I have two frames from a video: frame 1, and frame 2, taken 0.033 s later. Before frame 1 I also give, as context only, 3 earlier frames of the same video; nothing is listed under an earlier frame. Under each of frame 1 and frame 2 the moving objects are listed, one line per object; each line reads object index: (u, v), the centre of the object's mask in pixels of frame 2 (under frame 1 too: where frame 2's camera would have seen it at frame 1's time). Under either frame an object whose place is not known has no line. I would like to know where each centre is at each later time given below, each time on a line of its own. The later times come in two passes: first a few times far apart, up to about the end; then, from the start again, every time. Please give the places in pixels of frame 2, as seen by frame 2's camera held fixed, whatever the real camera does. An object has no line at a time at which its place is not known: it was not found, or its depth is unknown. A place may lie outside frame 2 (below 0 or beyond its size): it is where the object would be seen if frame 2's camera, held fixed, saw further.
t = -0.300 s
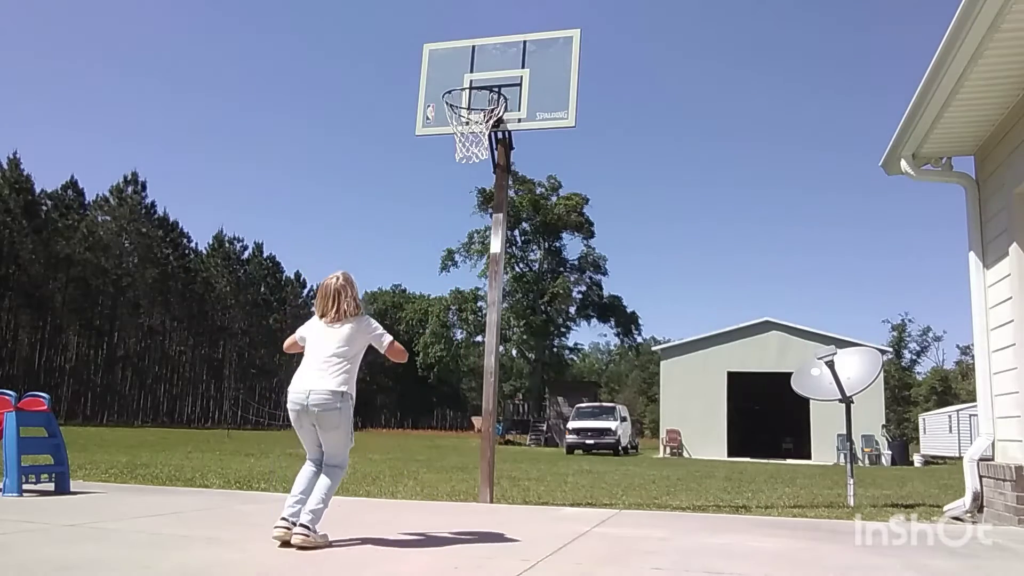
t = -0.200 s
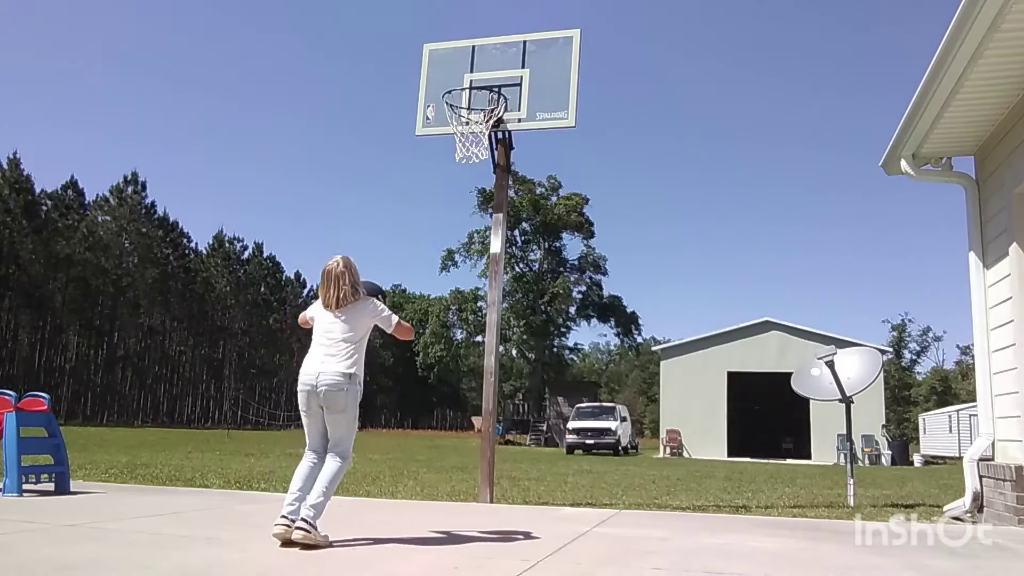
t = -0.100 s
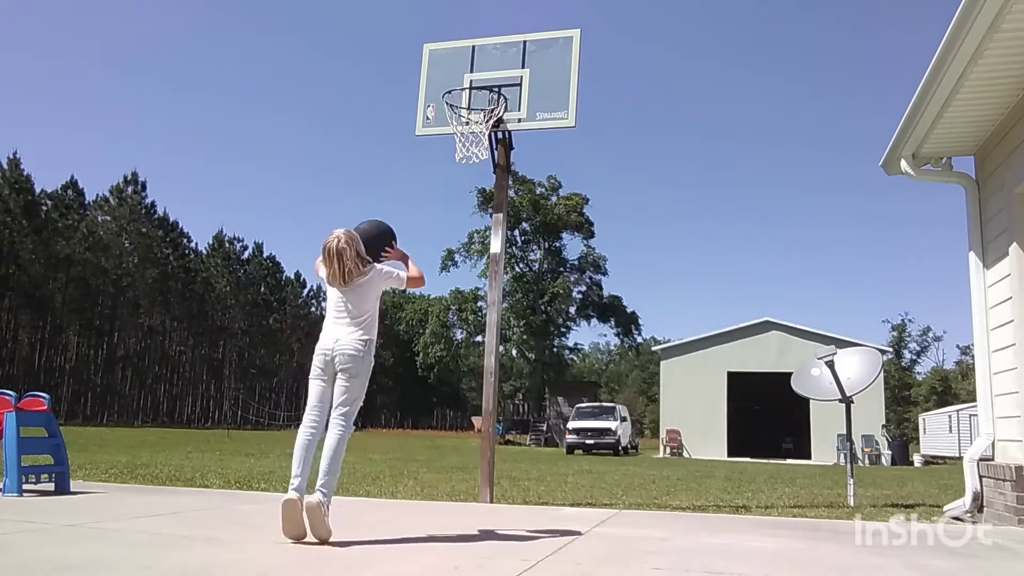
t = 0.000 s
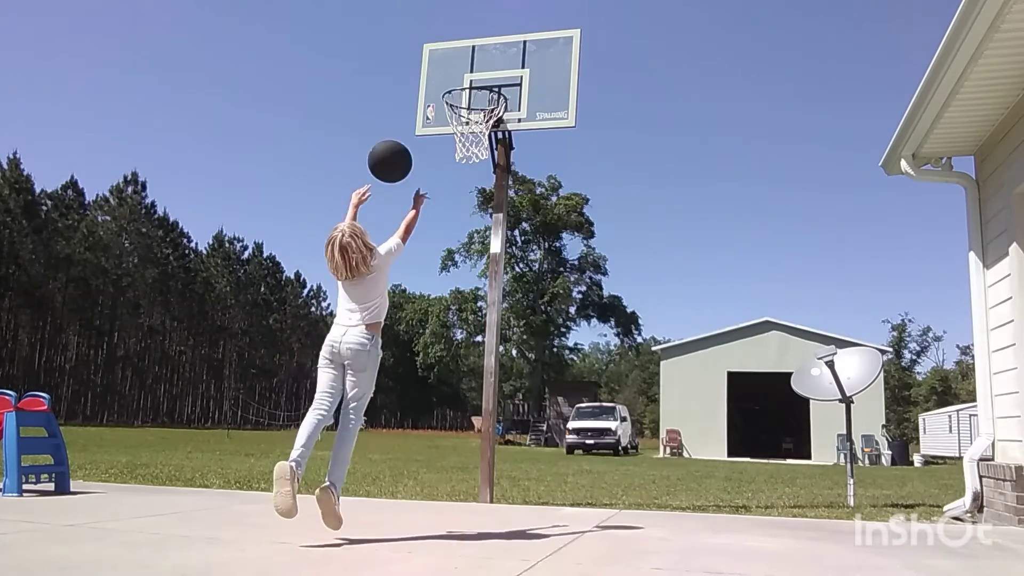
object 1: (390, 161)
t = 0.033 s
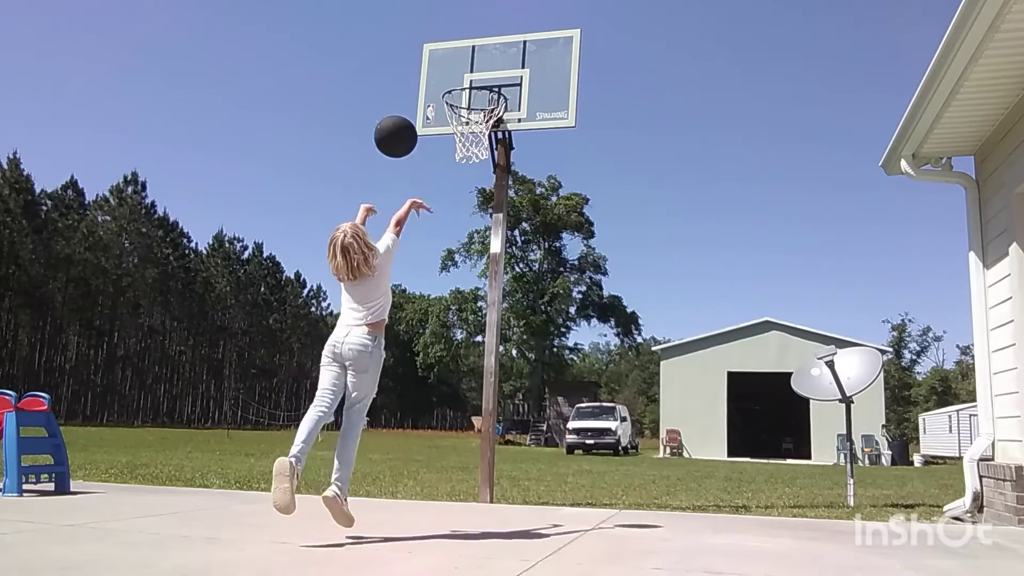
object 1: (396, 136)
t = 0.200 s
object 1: (420, 49)
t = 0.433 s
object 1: (445, 11)
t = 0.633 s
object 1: (460, 29)
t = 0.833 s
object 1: (467, 66)
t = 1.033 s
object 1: (463, 70)
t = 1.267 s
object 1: (455, 153)
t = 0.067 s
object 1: (401, 114)
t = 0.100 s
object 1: (406, 94)
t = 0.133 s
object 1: (411, 77)
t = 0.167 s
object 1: (415, 62)
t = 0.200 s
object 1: (420, 49)
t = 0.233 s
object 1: (424, 37)
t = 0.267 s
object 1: (428, 28)
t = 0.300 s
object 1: (432, 20)
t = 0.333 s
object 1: (435, 16)
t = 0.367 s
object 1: (439, 13)
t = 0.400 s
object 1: (442, 12)
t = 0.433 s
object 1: (445, 11)
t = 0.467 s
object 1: (448, 11)
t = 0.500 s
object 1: (450, 12)
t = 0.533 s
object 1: (453, 14)
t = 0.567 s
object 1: (455, 17)
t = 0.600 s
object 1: (458, 22)
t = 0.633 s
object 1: (460, 29)
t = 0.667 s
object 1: (462, 38)
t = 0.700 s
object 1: (464, 48)
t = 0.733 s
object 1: (466, 59)
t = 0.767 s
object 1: (468, 72)
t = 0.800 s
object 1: (468, 70)
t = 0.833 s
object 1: (467, 66)
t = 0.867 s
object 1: (467, 63)
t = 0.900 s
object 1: (466, 61)
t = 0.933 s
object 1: (466, 61)
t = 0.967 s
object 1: (465, 63)
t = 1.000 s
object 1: (464, 65)
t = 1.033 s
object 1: (463, 70)
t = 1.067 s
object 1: (462, 76)
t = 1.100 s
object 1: (461, 84)
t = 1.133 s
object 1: (460, 94)
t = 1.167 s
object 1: (459, 105)
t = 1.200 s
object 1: (458, 119)
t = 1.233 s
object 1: (456, 135)
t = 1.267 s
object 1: (455, 153)
